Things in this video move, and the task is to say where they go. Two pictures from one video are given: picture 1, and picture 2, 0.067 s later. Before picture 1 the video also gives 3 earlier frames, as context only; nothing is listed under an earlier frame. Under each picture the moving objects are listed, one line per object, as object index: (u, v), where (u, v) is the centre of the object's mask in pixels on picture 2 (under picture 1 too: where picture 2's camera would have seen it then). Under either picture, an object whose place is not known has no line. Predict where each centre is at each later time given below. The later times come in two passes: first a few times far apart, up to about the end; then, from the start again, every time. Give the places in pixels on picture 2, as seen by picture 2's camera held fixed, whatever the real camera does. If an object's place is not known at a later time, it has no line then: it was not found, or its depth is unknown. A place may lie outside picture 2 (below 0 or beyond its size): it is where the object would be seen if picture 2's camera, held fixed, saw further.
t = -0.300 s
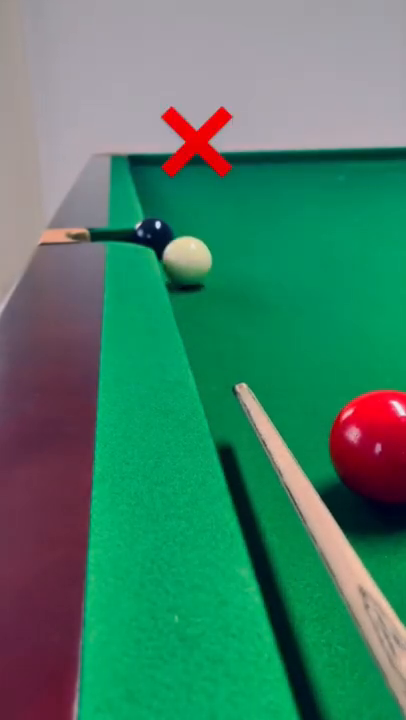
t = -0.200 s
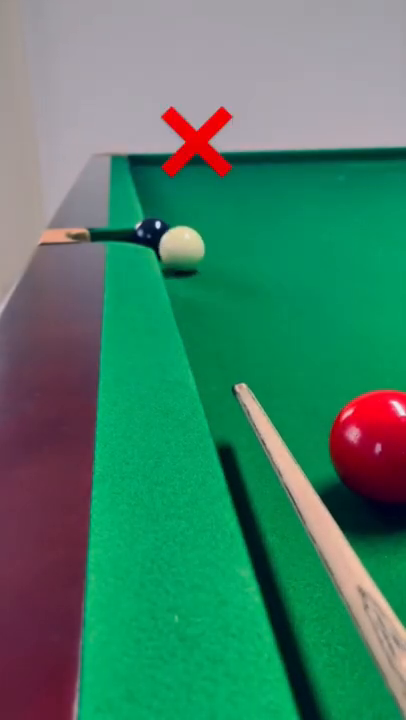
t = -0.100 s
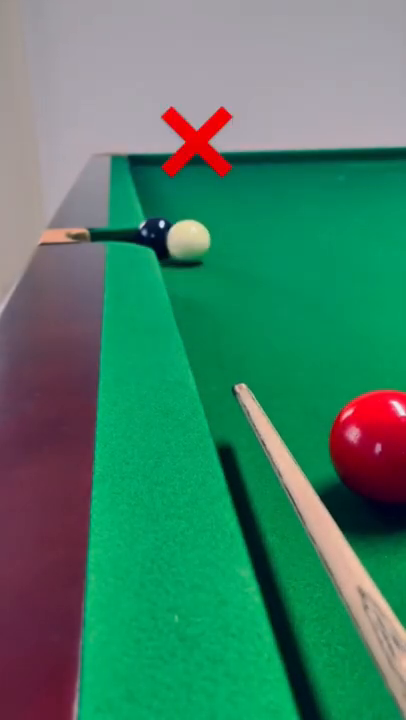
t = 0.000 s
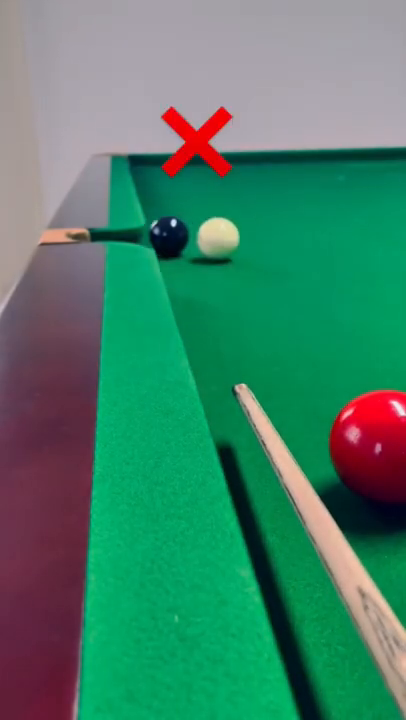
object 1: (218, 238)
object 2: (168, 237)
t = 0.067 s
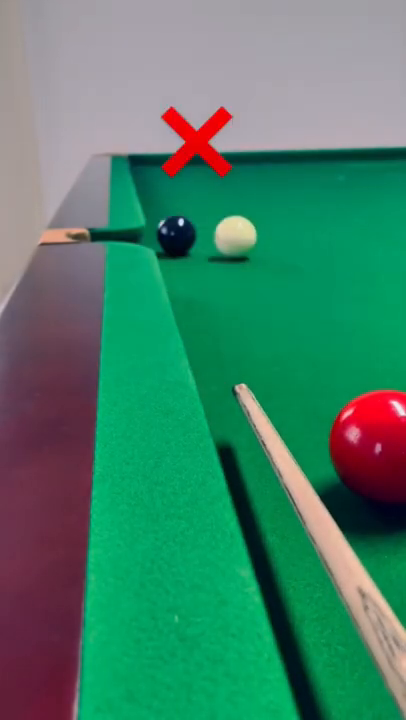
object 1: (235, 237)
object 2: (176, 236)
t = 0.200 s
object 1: (268, 233)
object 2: (190, 234)
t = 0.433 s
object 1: (319, 228)
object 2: (211, 231)
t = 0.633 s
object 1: (358, 224)
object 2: (226, 229)
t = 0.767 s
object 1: (381, 221)
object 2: (234, 228)
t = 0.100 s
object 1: (243, 236)
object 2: (179, 235)
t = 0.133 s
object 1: (252, 234)
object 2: (183, 235)
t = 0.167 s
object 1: (260, 234)
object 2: (186, 234)
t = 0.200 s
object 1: (268, 233)
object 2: (190, 234)
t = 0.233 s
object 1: (275, 232)
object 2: (193, 234)
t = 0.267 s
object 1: (283, 231)
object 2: (196, 233)
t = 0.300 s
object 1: (290, 231)
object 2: (199, 233)
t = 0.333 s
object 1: (298, 229)
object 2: (202, 232)
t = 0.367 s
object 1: (305, 229)
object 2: (205, 232)
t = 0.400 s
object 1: (312, 228)
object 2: (208, 232)
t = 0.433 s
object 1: (319, 228)
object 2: (211, 231)
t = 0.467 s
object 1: (326, 227)
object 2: (213, 231)
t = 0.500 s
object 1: (332, 226)
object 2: (216, 231)
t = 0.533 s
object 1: (339, 226)
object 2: (218, 230)
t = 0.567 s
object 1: (345, 225)
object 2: (221, 230)
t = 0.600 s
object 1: (352, 224)
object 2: (223, 230)
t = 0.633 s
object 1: (358, 224)
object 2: (226, 229)
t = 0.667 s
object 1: (364, 223)
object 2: (228, 229)
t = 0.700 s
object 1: (370, 222)
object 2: (230, 229)
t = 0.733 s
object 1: (376, 222)
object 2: (232, 229)
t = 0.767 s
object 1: (381, 221)
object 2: (234, 228)
